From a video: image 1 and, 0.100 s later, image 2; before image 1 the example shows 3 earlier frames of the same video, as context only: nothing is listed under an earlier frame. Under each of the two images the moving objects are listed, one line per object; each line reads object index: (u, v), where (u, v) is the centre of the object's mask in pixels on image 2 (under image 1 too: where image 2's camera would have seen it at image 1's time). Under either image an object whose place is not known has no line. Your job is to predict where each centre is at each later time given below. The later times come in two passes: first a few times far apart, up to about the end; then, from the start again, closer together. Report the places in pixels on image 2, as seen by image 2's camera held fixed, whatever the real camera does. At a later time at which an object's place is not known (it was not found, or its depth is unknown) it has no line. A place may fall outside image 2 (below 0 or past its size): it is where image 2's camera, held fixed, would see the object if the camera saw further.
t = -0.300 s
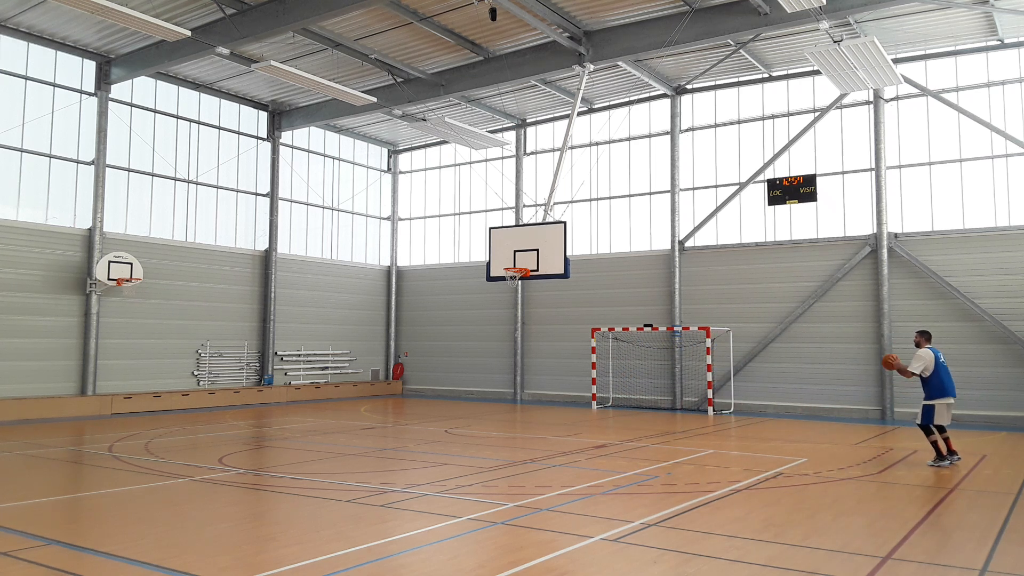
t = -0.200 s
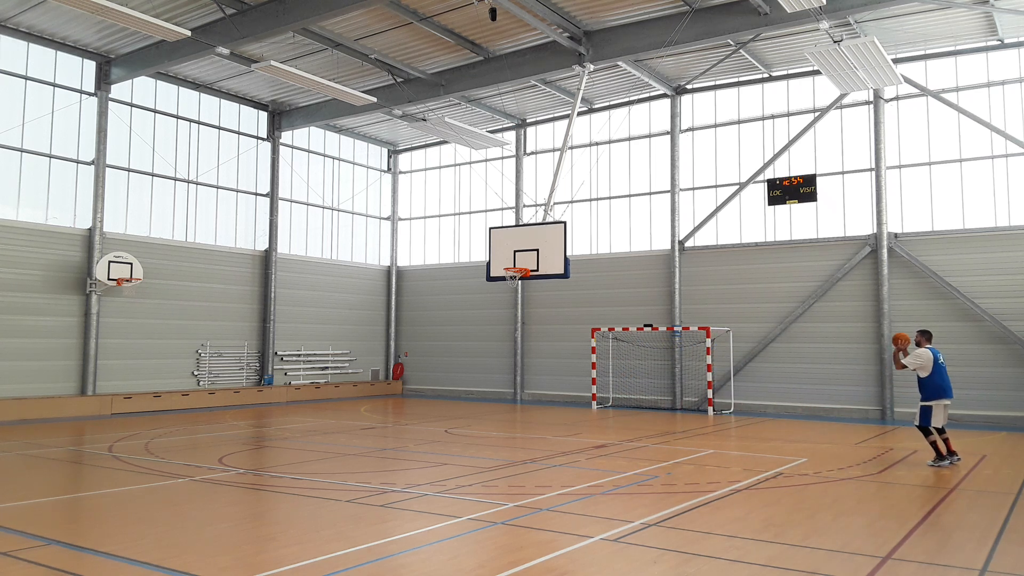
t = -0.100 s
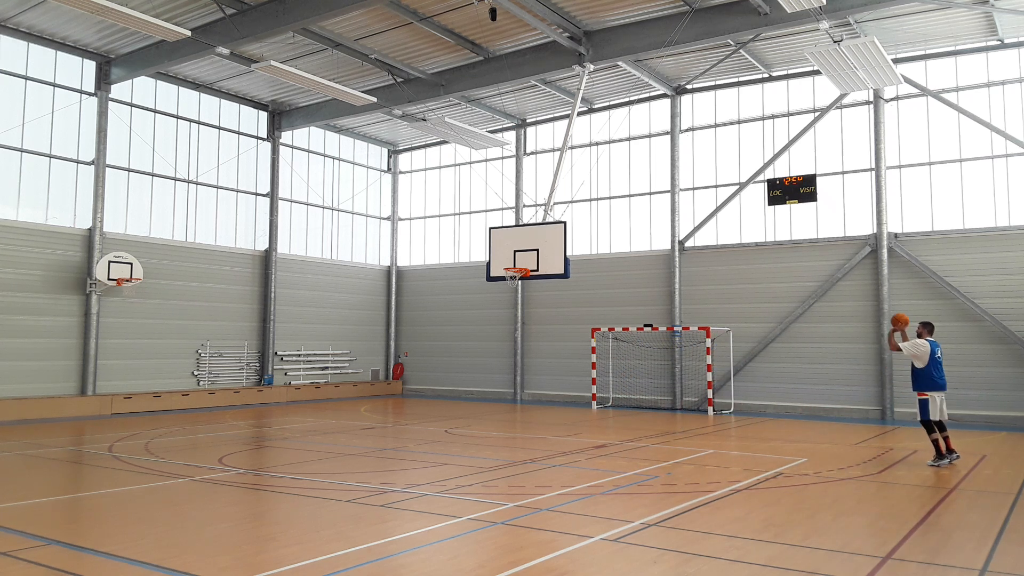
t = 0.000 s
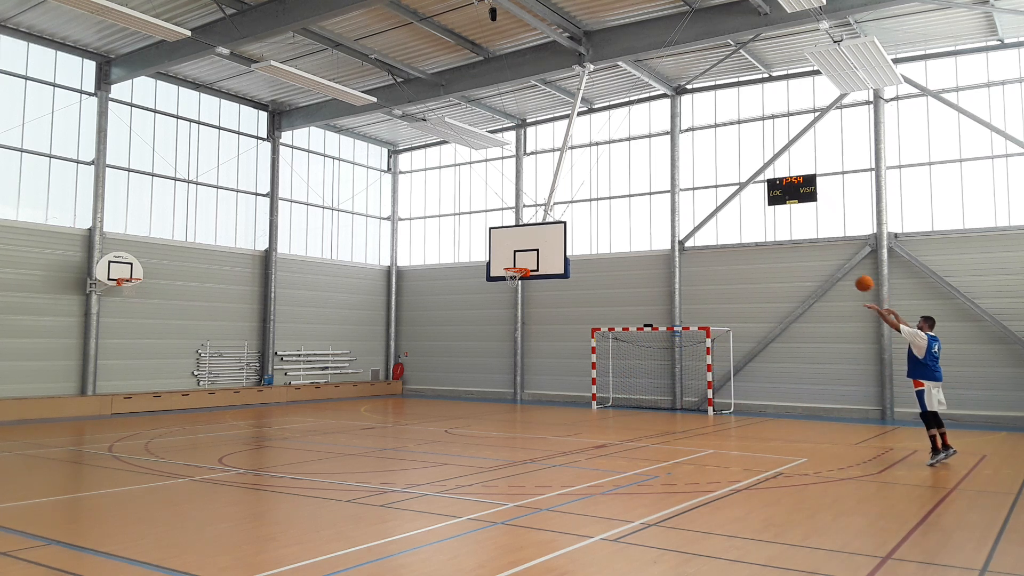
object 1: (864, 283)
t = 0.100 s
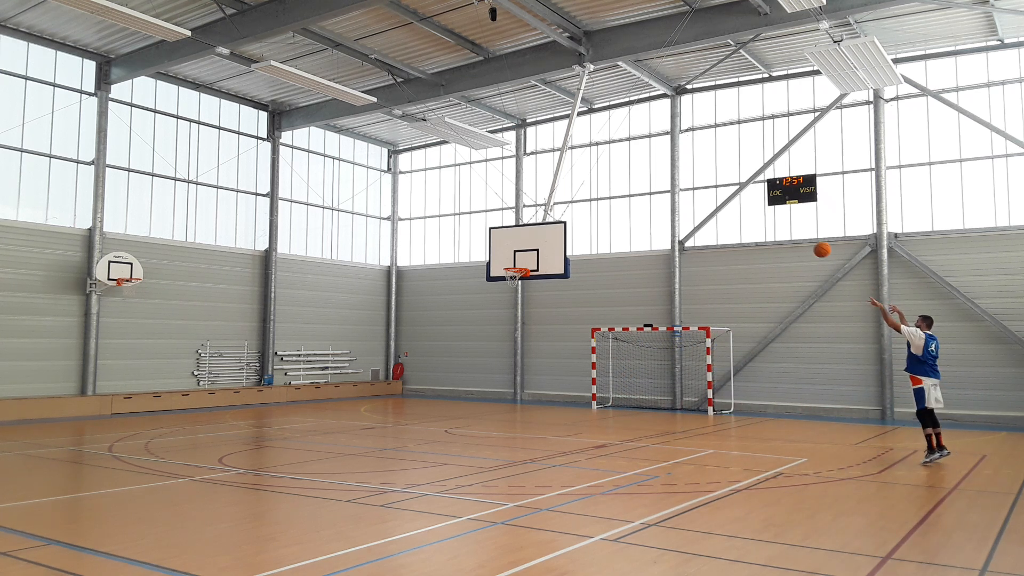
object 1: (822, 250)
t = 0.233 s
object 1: (770, 217)
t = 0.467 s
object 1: (691, 190)
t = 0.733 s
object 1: (613, 199)
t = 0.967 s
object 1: (553, 234)
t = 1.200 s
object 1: (500, 292)
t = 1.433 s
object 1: (452, 369)
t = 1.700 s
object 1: (419, 374)
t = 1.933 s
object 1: (404, 322)
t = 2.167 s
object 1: (389, 296)
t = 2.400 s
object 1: (375, 295)
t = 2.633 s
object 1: (360, 318)
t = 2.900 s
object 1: (343, 373)
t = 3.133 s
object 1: (328, 387)
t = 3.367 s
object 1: (315, 347)
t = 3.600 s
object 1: (300, 332)
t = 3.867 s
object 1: (284, 342)
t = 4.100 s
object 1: (269, 374)
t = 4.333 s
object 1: (256, 392)
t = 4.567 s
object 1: (245, 361)
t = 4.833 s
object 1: (231, 354)
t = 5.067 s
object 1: (219, 370)
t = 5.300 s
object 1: (217, 396)
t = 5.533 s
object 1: (231, 392)
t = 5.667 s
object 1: (239, 391)
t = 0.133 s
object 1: (809, 241)
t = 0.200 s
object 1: (783, 224)
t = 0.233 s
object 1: (770, 217)
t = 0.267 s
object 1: (758, 211)
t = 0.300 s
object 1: (746, 206)
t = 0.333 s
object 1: (735, 201)
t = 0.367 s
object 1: (724, 198)
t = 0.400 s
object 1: (712, 194)
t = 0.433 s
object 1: (701, 192)
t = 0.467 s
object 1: (691, 190)
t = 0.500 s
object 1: (680, 189)
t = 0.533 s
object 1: (671, 189)
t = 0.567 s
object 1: (660, 189)
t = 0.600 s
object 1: (651, 190)
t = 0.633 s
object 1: (641, 191)
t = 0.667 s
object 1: (632, 193)
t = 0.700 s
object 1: (622, 196)
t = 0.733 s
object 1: (613, 199)
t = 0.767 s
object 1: (604, 202)
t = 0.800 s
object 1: (595, 206)
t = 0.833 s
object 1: (587, 211)
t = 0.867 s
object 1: (578, 216)
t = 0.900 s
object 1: (569, 222)
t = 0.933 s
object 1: (561, 228)
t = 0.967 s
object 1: (553, 234)
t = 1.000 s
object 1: (546, 241)
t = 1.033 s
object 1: (537, 249)
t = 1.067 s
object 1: (530, 257)
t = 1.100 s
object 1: (522, 264)
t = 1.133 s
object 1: (518, 274)
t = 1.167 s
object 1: (506, 284)
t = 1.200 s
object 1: (500, 292)
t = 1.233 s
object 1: (493, 302)
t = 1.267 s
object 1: (486, 312)
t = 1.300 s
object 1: (479, 322)
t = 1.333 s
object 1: (472, 334)
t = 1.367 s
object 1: (465, 345)
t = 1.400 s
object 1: (458, 357)
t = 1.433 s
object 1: (452, 369)
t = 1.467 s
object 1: (445, 382)
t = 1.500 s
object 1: (438, 395)
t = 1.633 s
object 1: (423, 395)
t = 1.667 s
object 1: (421, 384)
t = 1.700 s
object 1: (419, 374)
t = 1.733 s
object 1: (416, 365)
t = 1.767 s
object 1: (414, 356)
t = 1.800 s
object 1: (412, 349)
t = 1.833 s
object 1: (410, 341)
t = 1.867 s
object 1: (408, 334)
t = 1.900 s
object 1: (406, 328)
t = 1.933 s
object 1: (404, 322)
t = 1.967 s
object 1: (402, 317)
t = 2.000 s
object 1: (400, 312)
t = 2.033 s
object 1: (398, 307)
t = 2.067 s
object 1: (396, 304)
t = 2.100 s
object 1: (394, 301)
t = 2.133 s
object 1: (391, 298)
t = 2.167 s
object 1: (389, 296)
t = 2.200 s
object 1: (387, 294)
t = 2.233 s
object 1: (385, 293)
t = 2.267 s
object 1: (383, 292)
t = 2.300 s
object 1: (381, 292)
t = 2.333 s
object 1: (379, 293)
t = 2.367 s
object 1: (377, 294)
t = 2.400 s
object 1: (375, 295)
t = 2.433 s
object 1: (372, 297)
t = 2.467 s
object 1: (370, 299)
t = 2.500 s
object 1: (368, 302)
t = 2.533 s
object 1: (366, 305)
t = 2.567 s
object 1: (364, 309)
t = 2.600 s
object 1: (362, 313)
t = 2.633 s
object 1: (360, 318)
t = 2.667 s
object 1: (358, 323)
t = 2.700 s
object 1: (356, 329)
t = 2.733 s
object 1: (353, 335)
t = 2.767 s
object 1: (351, 342)
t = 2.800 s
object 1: (349, 349)
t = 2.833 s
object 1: (347, 357)
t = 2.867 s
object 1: (345, 365)
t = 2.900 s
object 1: (343, 373)
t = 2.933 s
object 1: (341, 382)
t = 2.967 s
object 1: (338, 392)
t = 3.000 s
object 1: (336, 402)
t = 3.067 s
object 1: (332, 404)
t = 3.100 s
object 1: (330, 395)
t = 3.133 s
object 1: (328, 387)
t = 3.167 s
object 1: (326, 380)
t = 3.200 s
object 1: (324, 373)
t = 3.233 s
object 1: (322, 367)
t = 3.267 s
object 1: (320, 361)
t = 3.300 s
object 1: (319, 356)
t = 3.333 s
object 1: (317, 351)
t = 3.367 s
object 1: (315, 347)
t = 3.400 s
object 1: (313, 343)
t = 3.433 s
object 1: (311, 340)
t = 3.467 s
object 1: (309, 338)
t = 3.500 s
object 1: (306, 335)
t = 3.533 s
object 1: (304, 334)
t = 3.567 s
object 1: (302, 332)
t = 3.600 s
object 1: (300, 332)
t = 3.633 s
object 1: (298, 331)
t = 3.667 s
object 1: (296, 331)
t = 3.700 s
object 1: (294, 332)
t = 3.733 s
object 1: (292, 333)
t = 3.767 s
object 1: (290, 335)
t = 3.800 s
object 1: (288, 336)
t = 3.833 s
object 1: (286, 339)
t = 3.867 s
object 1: (284, 342)
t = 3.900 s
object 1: (282, 345)
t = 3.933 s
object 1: (280, 349)
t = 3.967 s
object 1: (278, 353)
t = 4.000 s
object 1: (276, 357)
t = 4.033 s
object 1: (274, 362)
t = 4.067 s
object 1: (271, 368)
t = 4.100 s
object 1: (269, 374)
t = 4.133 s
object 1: (267, 381)
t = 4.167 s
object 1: (265, 387)
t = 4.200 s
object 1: (263, 394)
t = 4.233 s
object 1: (261, 402)
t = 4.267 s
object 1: (259, 404)
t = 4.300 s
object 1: (257, 397)
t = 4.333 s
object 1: (256, 392)
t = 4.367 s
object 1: (254, 386)
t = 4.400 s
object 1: (253, 380)
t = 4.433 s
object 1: (251, 376)
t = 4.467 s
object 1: (250, 372)
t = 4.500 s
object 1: (248, 368)
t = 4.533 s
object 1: (246, 365)
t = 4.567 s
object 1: (245, 361)
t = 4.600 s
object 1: (243, 359)
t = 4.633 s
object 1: (242, 357)
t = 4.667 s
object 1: (240, 355)
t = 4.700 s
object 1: (238, 354)
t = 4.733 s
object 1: (237, 353)
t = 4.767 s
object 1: (235, 353)
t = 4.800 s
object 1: (233, 353)
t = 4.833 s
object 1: (231, 354)
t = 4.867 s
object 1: (230, 355)
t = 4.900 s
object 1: (228, 356)
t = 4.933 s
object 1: (226, 358)
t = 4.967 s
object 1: (224, 361)
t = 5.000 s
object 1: (223, 363)
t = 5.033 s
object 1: (221, 367)
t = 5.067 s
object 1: (219, 370)
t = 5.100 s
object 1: (217, 374)
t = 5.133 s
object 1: (216, 379)
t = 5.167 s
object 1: (214, 384)
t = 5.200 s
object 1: (212, 389)
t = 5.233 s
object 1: (214, 391)
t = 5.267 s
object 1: (216, 394)
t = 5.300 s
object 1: (217, 396)
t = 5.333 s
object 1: (220, 400)
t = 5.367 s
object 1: (222, 404)
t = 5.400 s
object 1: (224, 401)
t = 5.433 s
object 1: (225, 398)
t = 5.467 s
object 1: (227, 396)
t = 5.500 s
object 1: (229, 394)
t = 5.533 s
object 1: (231, 392)
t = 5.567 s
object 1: (233, 391)
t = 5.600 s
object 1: (235, 391)
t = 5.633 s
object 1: (237, 391)
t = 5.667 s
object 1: (239, 391)
